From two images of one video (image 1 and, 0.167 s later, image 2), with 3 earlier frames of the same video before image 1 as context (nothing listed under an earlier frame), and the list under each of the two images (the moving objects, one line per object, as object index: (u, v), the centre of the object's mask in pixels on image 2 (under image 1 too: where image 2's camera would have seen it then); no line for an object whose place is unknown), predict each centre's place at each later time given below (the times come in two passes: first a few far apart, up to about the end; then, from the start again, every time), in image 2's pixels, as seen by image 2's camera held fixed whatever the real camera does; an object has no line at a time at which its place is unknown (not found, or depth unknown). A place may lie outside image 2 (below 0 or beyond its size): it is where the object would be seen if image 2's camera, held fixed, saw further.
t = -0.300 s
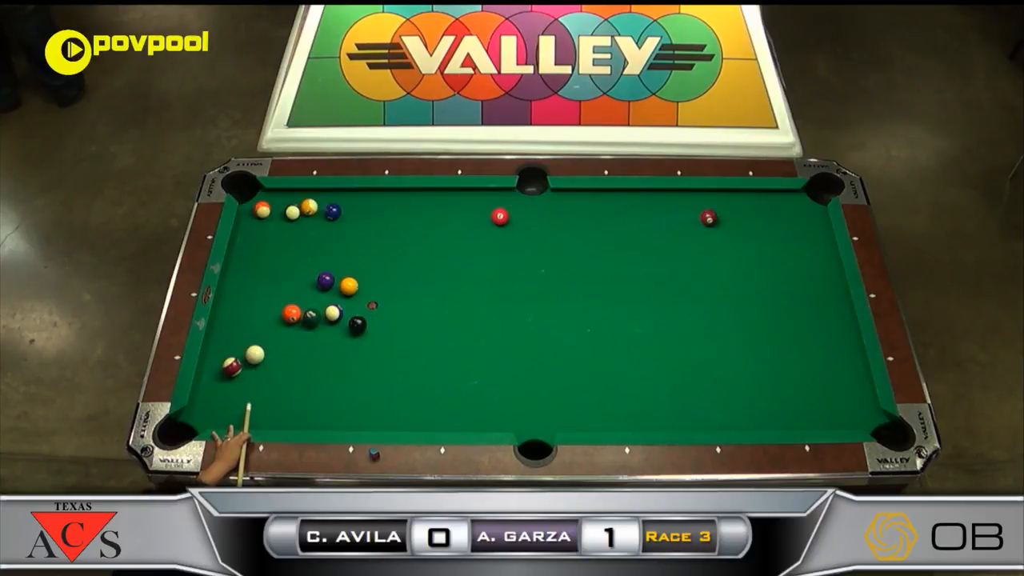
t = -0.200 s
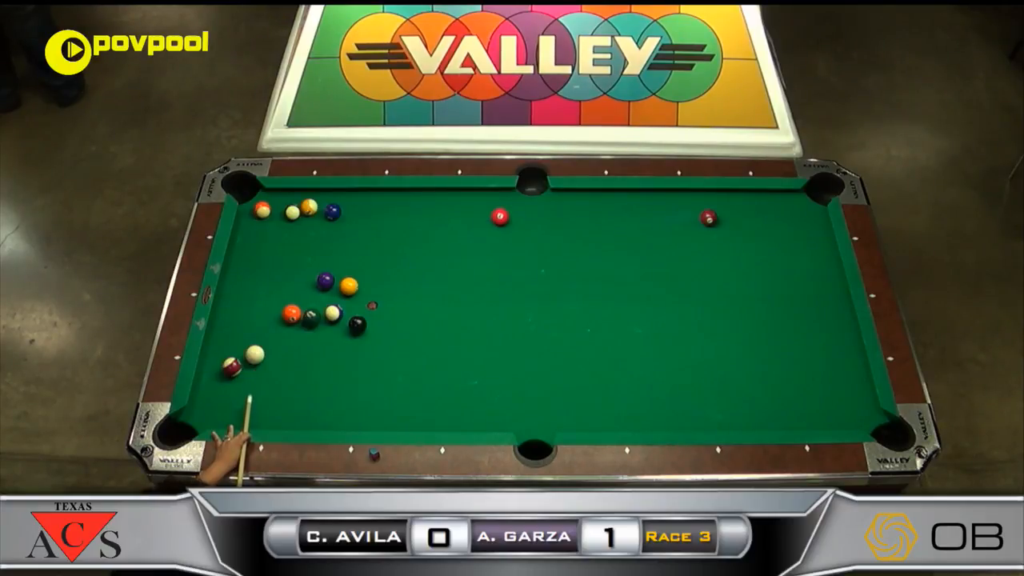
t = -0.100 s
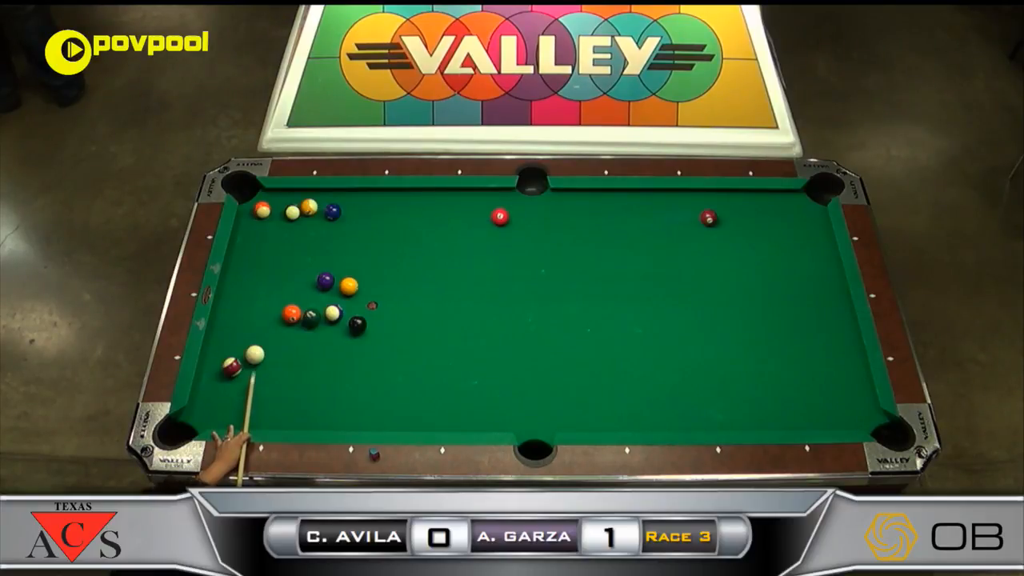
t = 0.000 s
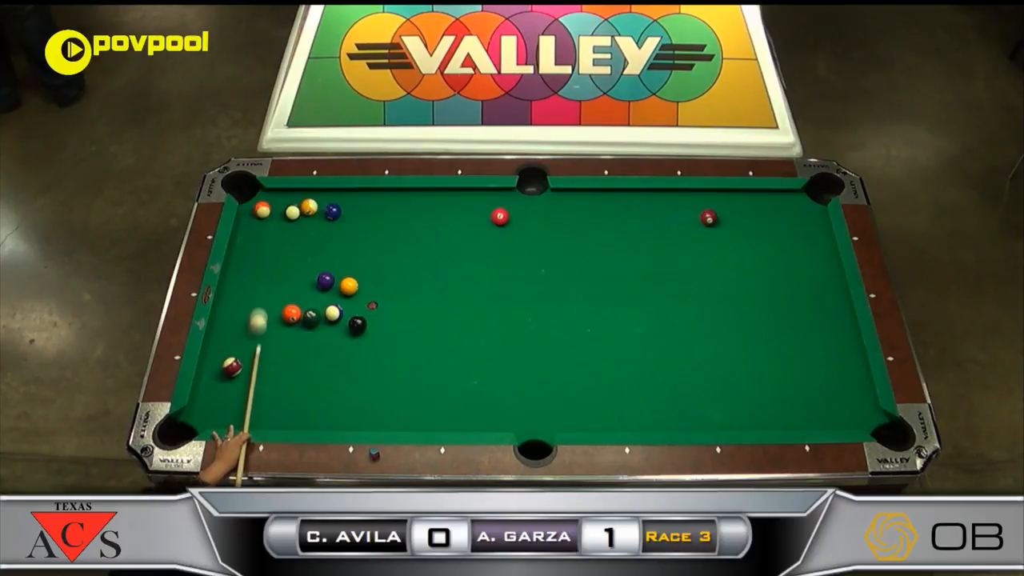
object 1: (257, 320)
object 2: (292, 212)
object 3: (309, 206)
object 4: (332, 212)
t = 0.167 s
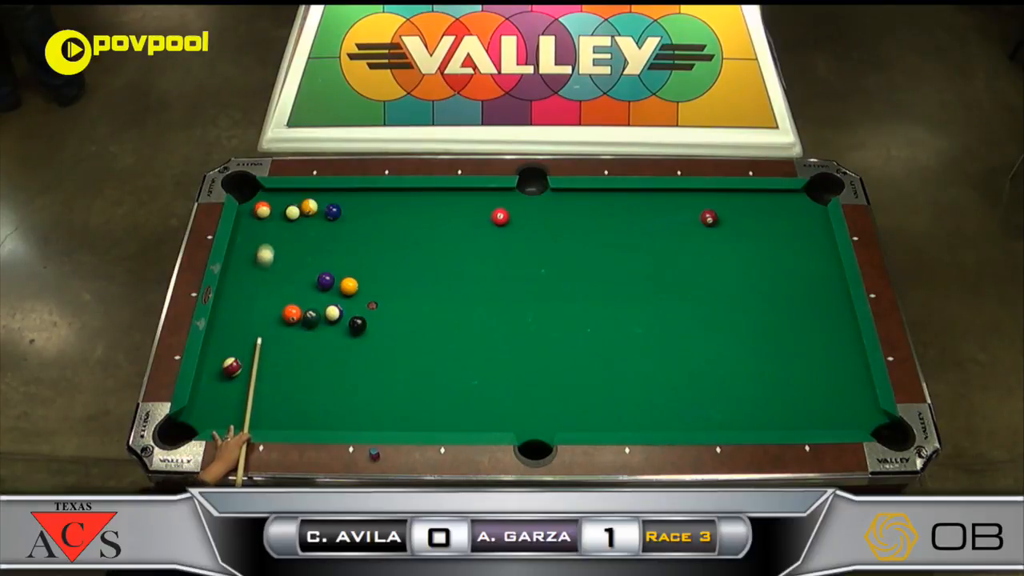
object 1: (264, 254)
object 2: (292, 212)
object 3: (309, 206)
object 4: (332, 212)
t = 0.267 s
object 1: (268, 224)
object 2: (292, 212)
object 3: (309, 206)
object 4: (332, 212)
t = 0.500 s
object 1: (277, 199)
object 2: (291, 211)
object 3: (326, 200)
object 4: (335, 213)
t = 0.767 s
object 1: (279, 199)
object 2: (291, 211)
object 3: (343, 196)
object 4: (342, 216)
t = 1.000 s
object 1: (275, 208)
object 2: (296, 215)
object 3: (352, 200)
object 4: (348, 218)
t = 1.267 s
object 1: (270, 216)
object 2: (300, 217)
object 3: (362, 205)
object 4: (353, 221)
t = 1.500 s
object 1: (267, 222)
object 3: (369, 210)
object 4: (356, 222)
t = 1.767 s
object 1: (264, 228)
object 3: (377, 214)
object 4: (359, 224)
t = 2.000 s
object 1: (262, 232)
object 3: (382, 217)
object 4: (361, 224)
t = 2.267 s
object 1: (260, 235)
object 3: (387, 220)
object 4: (361, 225)
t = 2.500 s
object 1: (258, 237)
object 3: (390, 222)
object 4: (361, 224)
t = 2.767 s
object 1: (257, 238)
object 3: (393, 224)
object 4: (361, 224)
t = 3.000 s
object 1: (257, 238)
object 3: (394, 224)
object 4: (361, 224)
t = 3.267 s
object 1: (257, 238)
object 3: (395, 225)
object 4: (361, 224)
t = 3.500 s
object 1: (257, 238)
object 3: (395, 225)
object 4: (361, 224)
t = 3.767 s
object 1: (257, 238)
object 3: (395, 225)
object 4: (361, 224)
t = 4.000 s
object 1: (257, 238)
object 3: (395, 224)
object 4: (361, 224)
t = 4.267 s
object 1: (257, 238)
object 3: (395, 224)
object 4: (361, 224)
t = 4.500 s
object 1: (257, 238)
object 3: (395, 224)
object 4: (361, 224)
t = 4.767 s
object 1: (257, 238)
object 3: (395, 224)
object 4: (361, 224)
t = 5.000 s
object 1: (257, 238)
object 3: (395, 224)
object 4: (361, 224)
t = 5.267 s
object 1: (257, 238)
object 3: (395, 224)
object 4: (361, 224)
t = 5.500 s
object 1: (257, 238)
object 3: (395, 224)
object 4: (361, 224)
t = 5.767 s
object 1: (257, 238)
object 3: (395, 224)
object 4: (361, 224)
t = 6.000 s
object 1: (257, 238)
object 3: (395, 224)
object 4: (361, 224)
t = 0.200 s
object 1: (265, 244)
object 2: (292, 212)
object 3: (309, 206)
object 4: (332, 212)
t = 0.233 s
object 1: (267, 235)
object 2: (292, 212)
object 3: (309, 206)
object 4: (332, 212)
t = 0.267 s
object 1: (268, 224)
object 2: (292, 212)
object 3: (309, 206)
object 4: (332, 212)
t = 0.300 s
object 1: (271, 216)
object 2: (292, 212)
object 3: (309, 206)
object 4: (332, 212)
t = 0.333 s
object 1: (275, 213)
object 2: (292, 212)
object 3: (309, 206)
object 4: (332, 212)
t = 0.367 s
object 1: (276, 211)
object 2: (292, 211)
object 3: (314, 205)
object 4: (332, 212)
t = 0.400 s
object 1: (276, 208)
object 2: (291, 211)
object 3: (317, 204)
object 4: (332, 212)
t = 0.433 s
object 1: (276, 205)
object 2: (292, 211)
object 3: (320, 203)
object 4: (332, 212)
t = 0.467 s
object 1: (277, 202)
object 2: (291, 211)
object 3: (323, 201)
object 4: (333, 212)
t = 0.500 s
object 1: (277, 199)
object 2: (291, 211)
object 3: (326, 200)
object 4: (335, 213)
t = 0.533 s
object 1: (278, 196)
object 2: (291, 211)
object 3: (329, 198)
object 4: (336, 213)
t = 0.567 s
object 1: (278, 193)
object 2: (291, 211)
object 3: (331, 197)
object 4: (336, 214)
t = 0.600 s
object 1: (278, 191)
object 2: (291, 211)
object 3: (334, 196)
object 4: (338, 214)
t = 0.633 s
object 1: (278, 193)
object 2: (291, 211)
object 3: (336, 194)
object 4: (339, 214)
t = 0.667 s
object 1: (278, 194)
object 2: (291, 211)
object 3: (339, 193)
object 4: (340, 214)
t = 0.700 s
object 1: (278, 196)
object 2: (291, 211)
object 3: (340, 194)
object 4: (340, 215)
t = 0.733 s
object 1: (279, 198)
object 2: (291, 211)
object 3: (341, 195)
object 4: (341, 215)
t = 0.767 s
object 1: (279, 199)
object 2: (291, 211)
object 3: (343, 196)
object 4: (342, 216)
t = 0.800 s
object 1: (279, 201)
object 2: (291, 211)
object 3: (344, 196)
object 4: (343, 216)
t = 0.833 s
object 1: (279, 203)
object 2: (292, 212)
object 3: (346, 197)
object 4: (344, 216)
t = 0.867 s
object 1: (278, 203)
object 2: (293, 212)
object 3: (347, 197)
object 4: (345, 217)
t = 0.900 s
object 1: (278, 205)
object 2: (293, 212)
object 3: (348, 198)
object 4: (345, 217)
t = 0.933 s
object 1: (277, 206)
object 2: (294, 213)
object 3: (349, 199)
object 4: (346, 218)
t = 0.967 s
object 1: (276, 207)
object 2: (295, 214)
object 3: (351, 200)
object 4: (347, 218)
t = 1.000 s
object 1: (275, 208)
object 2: (296, 215)
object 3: (352, 200)
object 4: (348, 218)
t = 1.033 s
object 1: (275, 209)
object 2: (297, 216)
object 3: (353, 201)
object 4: (348, 219)
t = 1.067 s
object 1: (274, 210)
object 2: (297, 216)
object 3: (354, 202)
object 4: (349, 219)
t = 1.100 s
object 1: (274, 211)
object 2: (298, 216)
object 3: (356, 202)
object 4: (350, 219)
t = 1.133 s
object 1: (273, 212)
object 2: (299, 217)
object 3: (357, 203)
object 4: (350, 220)
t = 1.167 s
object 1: (272, 213)
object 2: (299, 217)
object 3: (358, 204)
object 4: (351, 220)
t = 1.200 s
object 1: (272, 214)
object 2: (299, 217)
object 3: (359, 204)
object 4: (352, 220)
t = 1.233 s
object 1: (271, 215)
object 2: (300, 217)
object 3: (361, 205)
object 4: (352, 220)
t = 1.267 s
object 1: (270, 216)
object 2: (300, 217)
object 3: (362, 205)
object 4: (353, 221)
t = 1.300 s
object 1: (270, 217)
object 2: (301, 217)
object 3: (363, 206)
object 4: (353, 221)
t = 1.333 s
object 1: (269, 218)
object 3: (364, 206)
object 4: (354, 221)
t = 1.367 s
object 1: (269, 219)
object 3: (365, 207)
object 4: (354, 221)
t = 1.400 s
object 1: (268, 219)
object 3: (366, 208)
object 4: (355, 222)
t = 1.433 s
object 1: (268, 220)
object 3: (367, 208)
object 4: (355, 222)
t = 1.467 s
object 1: (267, 221)
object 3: (368, 209)
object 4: (356, 222)
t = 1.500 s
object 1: (267, 222)
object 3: (369, 210)
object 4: (356, 222)
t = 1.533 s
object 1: (266, 223)
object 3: (370, 210)
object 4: (357, 223)
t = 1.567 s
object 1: (266, 224)
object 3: (371, 211)
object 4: (357, 223)
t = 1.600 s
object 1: (266, 224)
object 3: (372, 211)
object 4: (357, 223)
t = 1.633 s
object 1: (265, 225)
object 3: (373, 212)
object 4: (358, 223)
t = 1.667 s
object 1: (265, 226)
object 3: (374, 212)
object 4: (358, 224)
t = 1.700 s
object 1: (264, 227)
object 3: (375, 213)
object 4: (359, 224)
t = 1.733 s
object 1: (264, 227)
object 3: (376, 213)
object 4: (359, 224)
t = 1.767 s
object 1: (264, 228)
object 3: (377, 214)
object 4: (359, 224)
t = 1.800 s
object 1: (263, 229)
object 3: (377, 214)
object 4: (359, 224)
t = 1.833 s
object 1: (263, 229)
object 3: (378, 215)
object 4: (360, 224)
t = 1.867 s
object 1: (263, 230)
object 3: (379, 215)
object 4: (360, 224)
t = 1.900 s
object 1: (262, 230)
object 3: (380, 216)
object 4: (360, 224)
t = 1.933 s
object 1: (262, 230)
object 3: (380, 216)
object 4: (360, 224)
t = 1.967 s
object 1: (262, 231)
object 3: (381, 216)
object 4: (361, 224)
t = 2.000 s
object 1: (262, 232)
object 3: (382, 217)
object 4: (361, 224)
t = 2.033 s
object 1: (261, 232)
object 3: (382, 217)
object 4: (361, 225)
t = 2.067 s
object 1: (261, 233)
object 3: (383, 218)
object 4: (361, 225)
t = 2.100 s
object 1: (261, 233)
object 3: (384, 218)
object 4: (361, 225)
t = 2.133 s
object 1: (261, 233)
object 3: (385, 218)
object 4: (361, 225)
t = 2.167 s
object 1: (260, 234)
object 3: (385, 219)
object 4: (361, 225)
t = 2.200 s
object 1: (260, 234)
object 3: (386, 219)
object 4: (361, 225)
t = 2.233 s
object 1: (260, 235)
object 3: (386, 220)
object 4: (361, 225)
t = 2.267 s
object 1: (260, 235)
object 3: (387, 220)
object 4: (361, 225)
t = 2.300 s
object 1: (259, 235)
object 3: (387, 220)
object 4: (361, 224)
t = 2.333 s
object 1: (259, 235)
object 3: (388, 221)
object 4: (361, 224)
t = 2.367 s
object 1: (259, 236)
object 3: (388, 221)
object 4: (361, 224)
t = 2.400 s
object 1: (259, 236)
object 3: (389, 221)
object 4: (361, 224)
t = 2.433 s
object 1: (258, 236)
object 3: (389, 222)
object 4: (361, 224)
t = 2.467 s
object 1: (258, 237)
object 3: (390, 222)
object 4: (361, 224)
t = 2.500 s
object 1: (258, 237)
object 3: (390, 222)
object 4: (361, 224)
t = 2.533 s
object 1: (257, 237)
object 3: (391, 222)
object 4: (361, 224)
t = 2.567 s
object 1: (257, 237)
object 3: (391, 223)
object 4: (361, 224)
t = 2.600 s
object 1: (257, 238)
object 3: (391, 223)
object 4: (361, 224)
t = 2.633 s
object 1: (257, 238)
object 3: (392, 223)
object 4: (361, 224)
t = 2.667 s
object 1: (257, 238)
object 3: (392, 223)
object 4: (361, 224)
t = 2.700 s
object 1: (257, 238)
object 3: (392, 223)
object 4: (361, 224)
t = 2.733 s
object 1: (257, 238)
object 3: (393, 224)
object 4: (361, 224)
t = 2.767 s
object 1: (257, 238)
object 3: (393, 224)
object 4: (361, 224)
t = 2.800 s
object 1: (257, 238)
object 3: (393, 224)
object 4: (361, 224)
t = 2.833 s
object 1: (257, 238)
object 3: (393, 224)
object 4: (361, 224)
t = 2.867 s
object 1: (257, 238)
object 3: (393, 224)
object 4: (361, 224)
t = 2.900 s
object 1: (257, 238)
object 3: (394, 224)
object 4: (361, 224)
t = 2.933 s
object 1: (257, 238)
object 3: (394, 224)
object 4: (361, 224)
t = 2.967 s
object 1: (257, 238)
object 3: (394, 224)
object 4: (361, 224)
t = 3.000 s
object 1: (257, 238)
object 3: (394, 224)
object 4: (361, 224)
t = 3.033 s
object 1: (257, 238)
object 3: (394, 224)
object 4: (361, 224)
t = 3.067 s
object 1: (257, 238)
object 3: (394, 224)
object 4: (361, 224)
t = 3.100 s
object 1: (257, 238)
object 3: (395, 225)
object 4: (361, 224)
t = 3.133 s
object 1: (257, 238)
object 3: (395, 225)
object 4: (361, 224)
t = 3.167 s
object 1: (257, 238)
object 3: (395, 225)
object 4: (361, 224)
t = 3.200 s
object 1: (257, 238)
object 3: (395, 225)
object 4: (361, 224)
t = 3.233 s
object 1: (257, 238)
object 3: (395, 225)
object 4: (361, 224)
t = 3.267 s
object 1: (257, 238)
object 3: (395, 225)
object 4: (361, 224)
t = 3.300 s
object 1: (257, 238)
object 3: (395, 225)
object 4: (361, 224)
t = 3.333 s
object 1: (257, 238)
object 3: (395, 225)
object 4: (361, 224)
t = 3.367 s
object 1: (257, 238)
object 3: (395, 225)
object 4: (361, 224)
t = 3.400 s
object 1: (257, 238)
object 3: (395, 225)
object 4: (361, 224)
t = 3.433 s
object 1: (257, 238)
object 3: (395, 225)
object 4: (361, 224)
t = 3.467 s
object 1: (257, 238)
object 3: (395, 225)
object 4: (361, 224)
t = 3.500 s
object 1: (257, 238)
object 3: (395, 225)
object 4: (361, 224)
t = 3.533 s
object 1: (257, 238)
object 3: (395, 225)
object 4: (361, 224)
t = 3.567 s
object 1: (257, 238)
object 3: (395, 224)
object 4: (361, 224)
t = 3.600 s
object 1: (257, 238)
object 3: (395, 224)
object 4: (361, 224)
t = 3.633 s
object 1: (257, 238)
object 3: (395, 225)
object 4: (361, 224)
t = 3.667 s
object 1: (257, 238)
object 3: (395, 225)
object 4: (361, 224)
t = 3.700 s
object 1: (257, 238)
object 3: (395, 224)
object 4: (361, 224)
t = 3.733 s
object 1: (257, 238)
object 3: (395, 224)
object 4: (361, 224)
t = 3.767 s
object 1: (257, 238)
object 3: (395, 225)
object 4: (361, 224)
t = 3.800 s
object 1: (257, 238)
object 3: (395, 225)
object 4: (361, 224)
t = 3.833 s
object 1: (257, 238)
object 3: (395, 224)
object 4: (361, 224)
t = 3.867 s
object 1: (257, 238)
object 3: (395, 224)
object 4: (361, 224)
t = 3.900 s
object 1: (257, 238)
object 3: (395, 224)
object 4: (361, 224)
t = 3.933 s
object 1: (257, 238)
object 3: (395, 225)
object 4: (361, 224)
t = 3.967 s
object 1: (257, 238)
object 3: (395, 225)
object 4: (361, 224)
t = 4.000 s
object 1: (257, 238)
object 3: (395, 224)
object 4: (361, 224)
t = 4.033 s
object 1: (257, 238)
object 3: (395, 224)
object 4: (361, 224)
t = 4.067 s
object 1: (257, 238)
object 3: (395, 225)
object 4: (361, 224)
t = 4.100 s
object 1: (257, 238)
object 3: (395, 224)
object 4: (361, 224)
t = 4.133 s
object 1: (257, 238)
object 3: (395, 224)
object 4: (361, 224)
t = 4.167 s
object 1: (257, 238)
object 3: (395, 224)
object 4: (361, 224)
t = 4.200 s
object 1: (257, 238)
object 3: (395, 224)
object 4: (361, 224)
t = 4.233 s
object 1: (257, 238)
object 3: (395, 224)
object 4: (361, 224)
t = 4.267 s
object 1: (257, 238)
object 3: (395, 224)
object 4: (361, 224)
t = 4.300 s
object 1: (257, 238)
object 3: (395, 225)
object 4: (361, 224)
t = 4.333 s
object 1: (257, 238)
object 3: (395, 225)
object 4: (361, 224)
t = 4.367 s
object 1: (257, 238)
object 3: (395, 225)
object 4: (361, 224)
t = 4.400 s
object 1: (257, 238)
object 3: (395, 225)
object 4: (361, 224)
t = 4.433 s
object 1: (257, 238)
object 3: (395, 224)
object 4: (361, 224)
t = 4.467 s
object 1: (257, 238)
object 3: (395, 224)
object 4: (361, 224)
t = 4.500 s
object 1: (257, 238)
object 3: (395, 224)
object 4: (361, 224)
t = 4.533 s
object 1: (257, 238)
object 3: (395, 224)
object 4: (361, 224)
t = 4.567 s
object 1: (257, 238)
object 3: (395, 224)
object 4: (361, 224)
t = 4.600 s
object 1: (257, 238)
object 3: (395, 224)
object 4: (361, 224)
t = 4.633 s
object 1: (257, 238)
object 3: (395, 224)
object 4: (361, 224)
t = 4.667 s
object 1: (257, 238)
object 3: (395, 224)
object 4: (361, 224)
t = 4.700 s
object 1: (257, 237)
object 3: (395, 224)
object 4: (361, 224)
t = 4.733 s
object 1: (257, 238)
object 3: (395, 224)
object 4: (361, 224)
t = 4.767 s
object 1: (257, 238)
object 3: (395, 224)
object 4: (361, 224)
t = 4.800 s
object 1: (257, 238)
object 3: (395, 224)
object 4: (361, 224)
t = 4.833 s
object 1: (257, 238)
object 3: (395, 224)
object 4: (361, 224)
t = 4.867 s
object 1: (257, 238)
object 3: (395, 224)
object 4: (361, 224)
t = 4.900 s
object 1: (257, 238)
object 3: (395, 224)
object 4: (361, 224)
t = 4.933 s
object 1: (257, 238)
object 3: (395, 224)
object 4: (361, 224)
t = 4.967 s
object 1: (257, 238)
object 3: (395, 224)
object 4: (361, 224)
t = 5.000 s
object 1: (257, 238)
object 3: (395, 224)
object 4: (361, 224)
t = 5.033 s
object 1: (257, 238)
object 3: (395, 224)
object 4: (361, 224)
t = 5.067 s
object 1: (257, 238)
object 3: (395, 224)
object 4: (361, 224)
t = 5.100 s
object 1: (257, 238)
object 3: (395, 224)
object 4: (361, 224)
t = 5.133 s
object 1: (257, 238)
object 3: (395, 224)
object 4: (361, 224)
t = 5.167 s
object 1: (257, 238)
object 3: (395, 224)
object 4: (361, 224)
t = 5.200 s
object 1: (257, 238)
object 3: (395, 224)
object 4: (361, 224)
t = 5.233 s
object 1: (257, 238)
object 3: (395, 224)
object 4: (361, 224)
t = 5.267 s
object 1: (257, 238)
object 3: (395, 224)
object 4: (361, 224)
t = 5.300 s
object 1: (257, 238)
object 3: (395, 224)
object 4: (361, 224)
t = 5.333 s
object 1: (257, 238)
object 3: (395, 224)
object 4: (361, 224)
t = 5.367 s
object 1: (257, 238)
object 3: (395, 224)
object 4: (361, 224)
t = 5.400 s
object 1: (257, 238)
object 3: (395, 224)
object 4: (361, 224)
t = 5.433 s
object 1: (257, 238)
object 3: (395, 224)
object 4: (361, 224)
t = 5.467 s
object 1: (257, 238)
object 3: (395, 224)
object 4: (361, 224)
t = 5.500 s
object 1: (257, 238)
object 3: (395, 224)
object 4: (361, 224)
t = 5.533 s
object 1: (257, 238)
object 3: (395, 224)
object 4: (361, 224)
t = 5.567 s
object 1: (257, 238)
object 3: (395, 224)
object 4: (361, 224)
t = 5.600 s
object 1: (257, 238)
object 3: (395, 224)
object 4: (361, 224)
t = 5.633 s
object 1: (257, 238)
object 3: (395, 224)
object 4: (361, 224)
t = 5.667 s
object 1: (257, 238)
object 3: (395, 224)
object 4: (361, 224)
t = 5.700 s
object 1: (257, 238)
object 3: (395, 224)
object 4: (361, 224)
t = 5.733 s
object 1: (257, 238)
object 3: (395, 224)
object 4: (361, 224)
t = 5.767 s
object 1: (257, 238)
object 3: (395, 224)
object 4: (361, 224)
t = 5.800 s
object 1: (257, 238)
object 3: (395, 224)
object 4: (361, 224)
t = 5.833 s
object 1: (257, 238)
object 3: (395, 224)
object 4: (361, 224)
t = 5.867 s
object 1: (257, 238)
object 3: (395, 224)
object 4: (361, 224)
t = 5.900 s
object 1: (257, 238)
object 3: (395, 224)
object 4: (361, 224)
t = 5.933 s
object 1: (257, 238)
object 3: (395, 224)
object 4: (361, 224)
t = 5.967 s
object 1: (257, 238)
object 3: (395, 224)
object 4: (361, 224)
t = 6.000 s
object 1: (257, 238)
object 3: (395, 224)
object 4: (361, 224)
